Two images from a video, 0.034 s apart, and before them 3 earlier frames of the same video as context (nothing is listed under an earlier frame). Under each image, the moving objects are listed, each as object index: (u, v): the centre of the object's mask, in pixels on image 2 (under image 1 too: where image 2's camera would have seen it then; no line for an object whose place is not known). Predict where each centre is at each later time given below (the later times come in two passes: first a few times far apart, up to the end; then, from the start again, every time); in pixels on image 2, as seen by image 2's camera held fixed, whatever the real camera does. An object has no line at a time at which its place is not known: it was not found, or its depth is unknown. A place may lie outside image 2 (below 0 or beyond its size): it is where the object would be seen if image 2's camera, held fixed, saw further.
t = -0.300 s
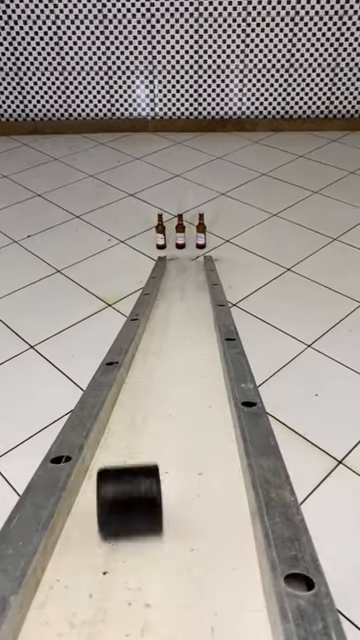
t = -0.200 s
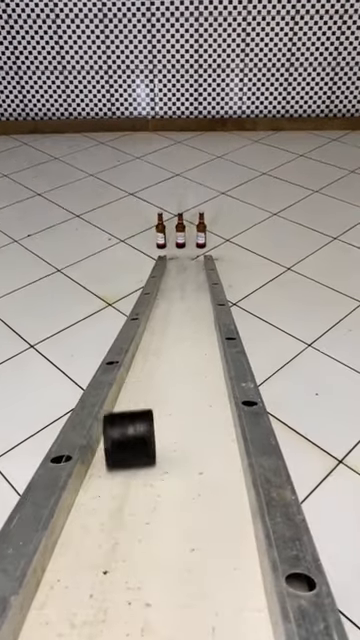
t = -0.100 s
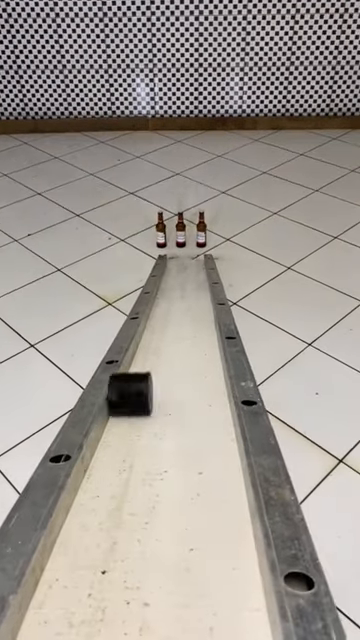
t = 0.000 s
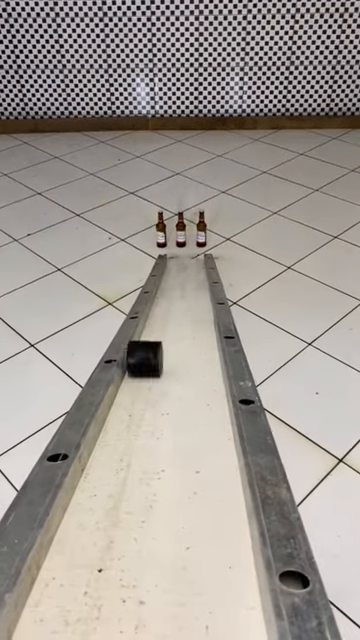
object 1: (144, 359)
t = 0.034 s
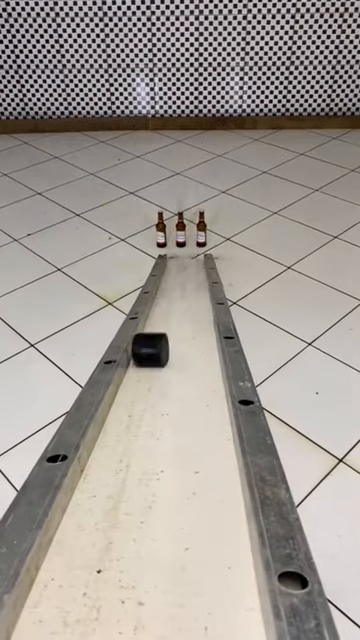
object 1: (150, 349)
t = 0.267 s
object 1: (190, 299)
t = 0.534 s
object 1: (197, 268)
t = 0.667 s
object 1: (192, 256)
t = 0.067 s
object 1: (156, 341)
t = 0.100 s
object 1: (161, 333)
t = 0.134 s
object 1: (167, 325)
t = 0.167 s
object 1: (173, 317)
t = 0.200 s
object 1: (178, 311)
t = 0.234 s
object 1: (184, 306)
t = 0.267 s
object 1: (190, 299)
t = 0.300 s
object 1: (196, 294)
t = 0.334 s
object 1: (200, 290)
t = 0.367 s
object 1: (200, 286)
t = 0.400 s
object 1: (200, 282)
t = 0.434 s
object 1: (199, 279)
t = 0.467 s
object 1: (199, 275)
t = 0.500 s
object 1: (198, 272)
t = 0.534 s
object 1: (197, 268)
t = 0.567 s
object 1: (196, 265)
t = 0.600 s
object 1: (194, 262)
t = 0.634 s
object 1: (193, 260)
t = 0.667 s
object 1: (192, 256)
